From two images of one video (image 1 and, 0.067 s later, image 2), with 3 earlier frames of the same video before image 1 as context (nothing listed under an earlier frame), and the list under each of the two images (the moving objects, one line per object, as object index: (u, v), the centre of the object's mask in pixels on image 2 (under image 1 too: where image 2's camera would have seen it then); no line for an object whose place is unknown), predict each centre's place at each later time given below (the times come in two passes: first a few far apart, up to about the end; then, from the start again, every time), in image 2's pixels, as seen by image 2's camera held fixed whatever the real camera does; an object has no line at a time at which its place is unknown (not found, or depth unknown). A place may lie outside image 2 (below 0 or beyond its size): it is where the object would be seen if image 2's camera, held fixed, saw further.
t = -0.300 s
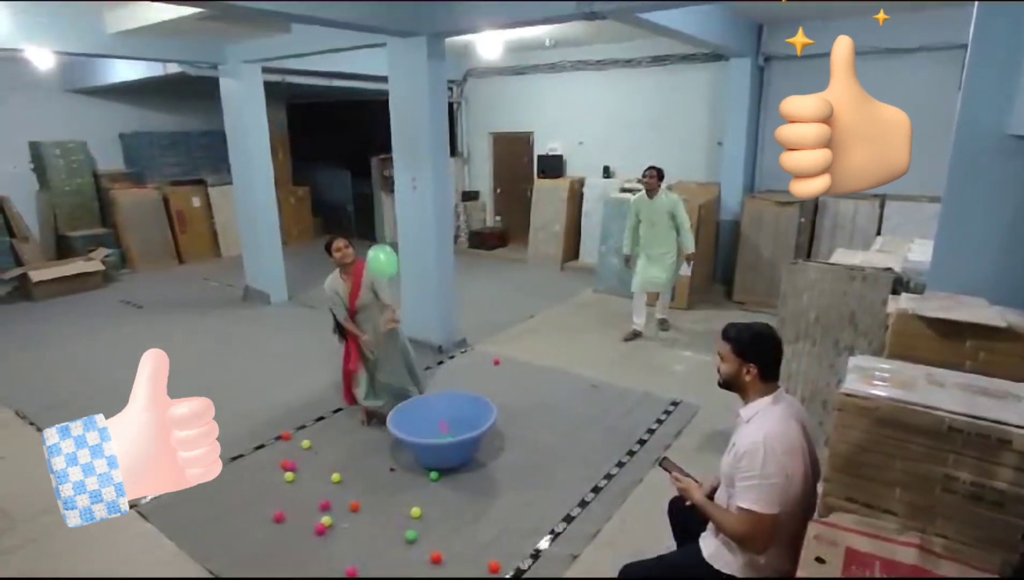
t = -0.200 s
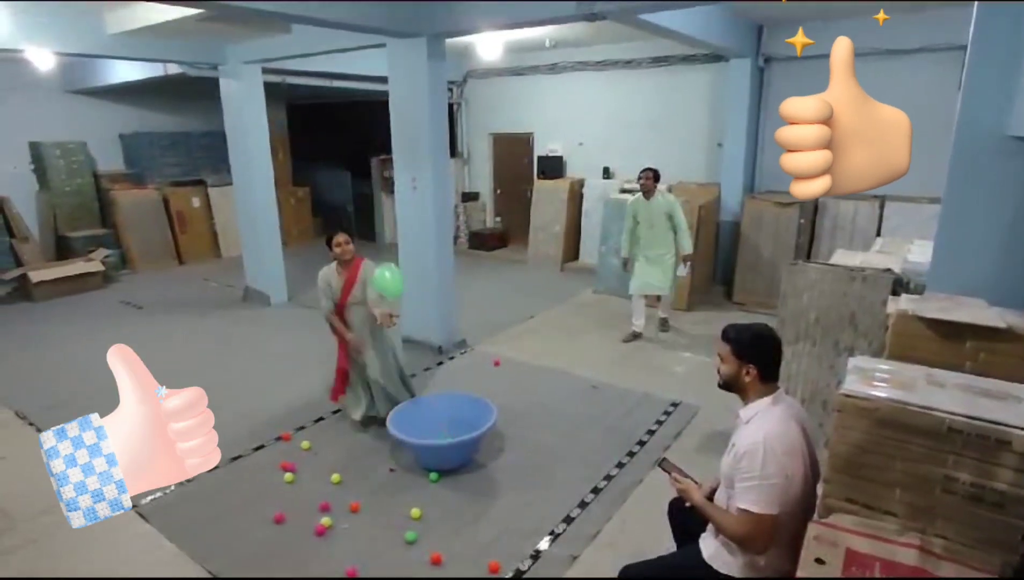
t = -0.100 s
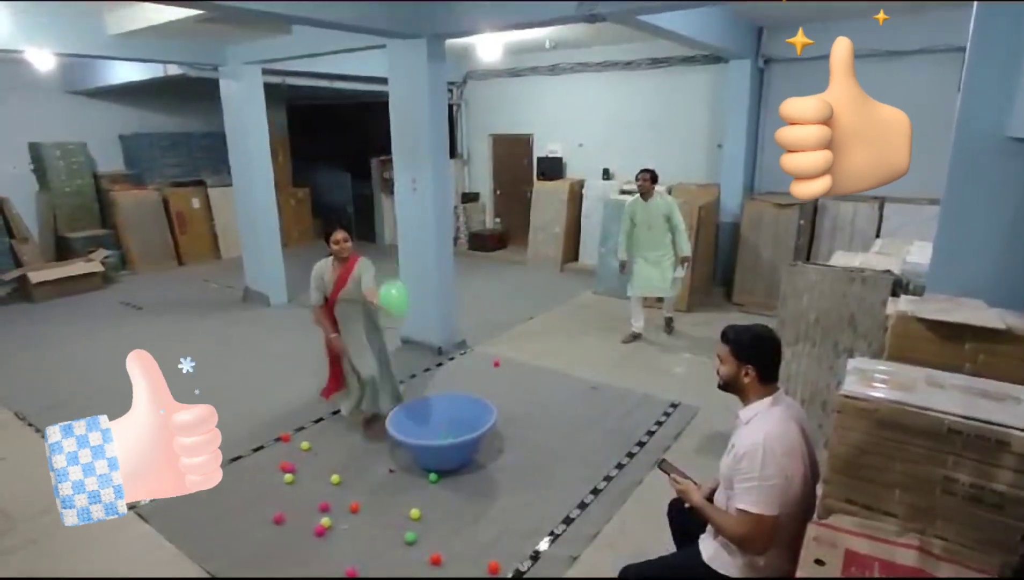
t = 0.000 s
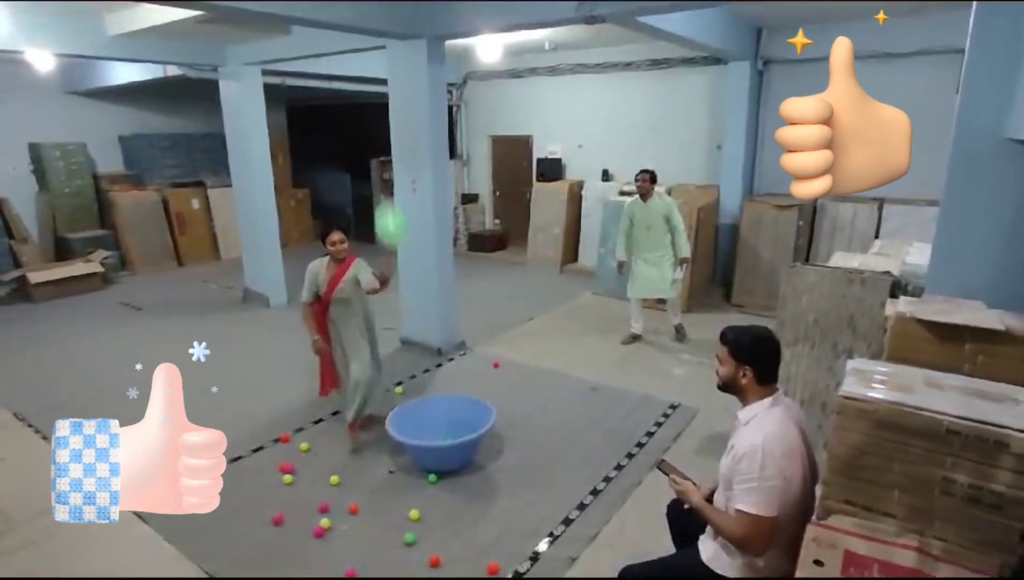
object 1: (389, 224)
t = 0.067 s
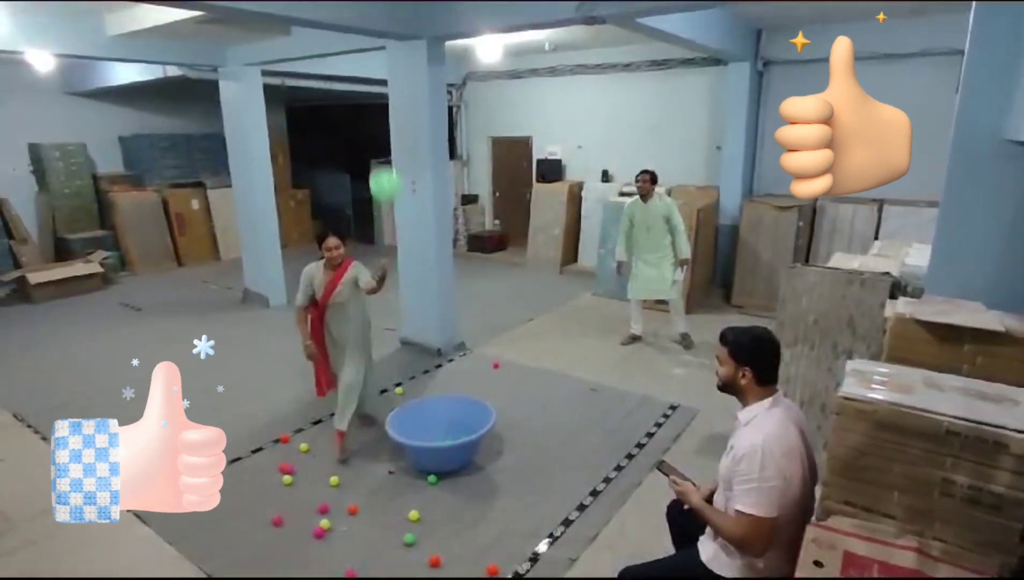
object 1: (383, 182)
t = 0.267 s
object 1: (366, 136)
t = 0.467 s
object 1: (353, 123)
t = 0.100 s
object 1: (381, 171)
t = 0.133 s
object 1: (378, 161)
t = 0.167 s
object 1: (375, 153)
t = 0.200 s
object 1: (371, 146)
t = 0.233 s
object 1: (369, 141)
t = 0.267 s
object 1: (366, 136)
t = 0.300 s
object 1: (364, 133)
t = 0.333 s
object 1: (362, 130)
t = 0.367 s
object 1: (360, 128)
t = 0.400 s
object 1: (357, 126)
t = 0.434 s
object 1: (354, 124)
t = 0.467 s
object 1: (353, 123)
